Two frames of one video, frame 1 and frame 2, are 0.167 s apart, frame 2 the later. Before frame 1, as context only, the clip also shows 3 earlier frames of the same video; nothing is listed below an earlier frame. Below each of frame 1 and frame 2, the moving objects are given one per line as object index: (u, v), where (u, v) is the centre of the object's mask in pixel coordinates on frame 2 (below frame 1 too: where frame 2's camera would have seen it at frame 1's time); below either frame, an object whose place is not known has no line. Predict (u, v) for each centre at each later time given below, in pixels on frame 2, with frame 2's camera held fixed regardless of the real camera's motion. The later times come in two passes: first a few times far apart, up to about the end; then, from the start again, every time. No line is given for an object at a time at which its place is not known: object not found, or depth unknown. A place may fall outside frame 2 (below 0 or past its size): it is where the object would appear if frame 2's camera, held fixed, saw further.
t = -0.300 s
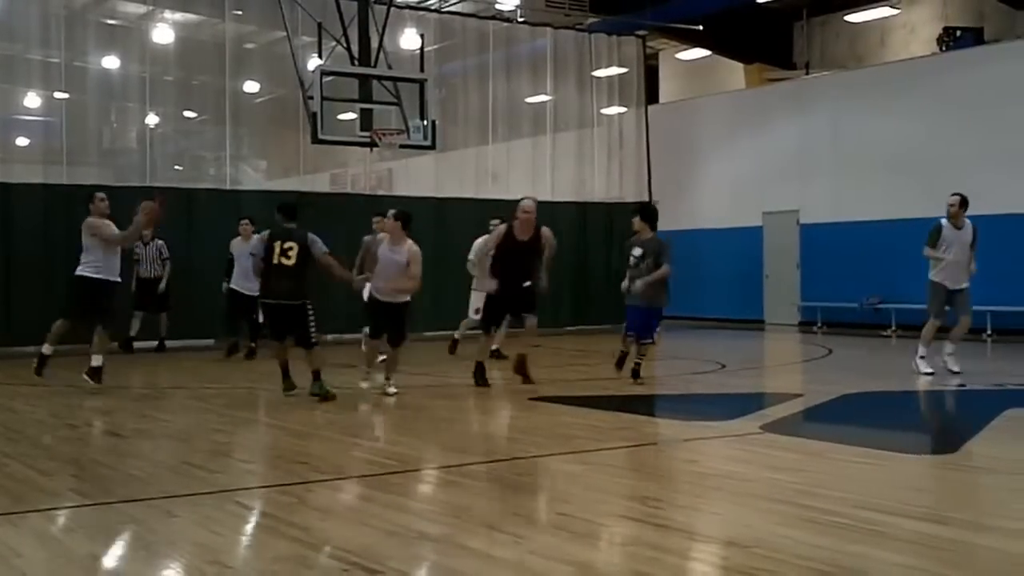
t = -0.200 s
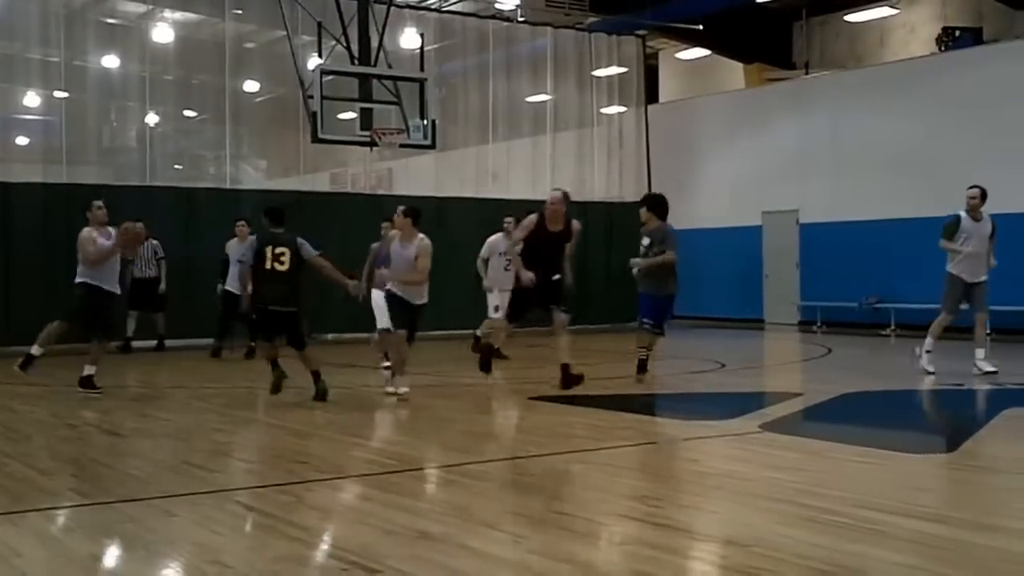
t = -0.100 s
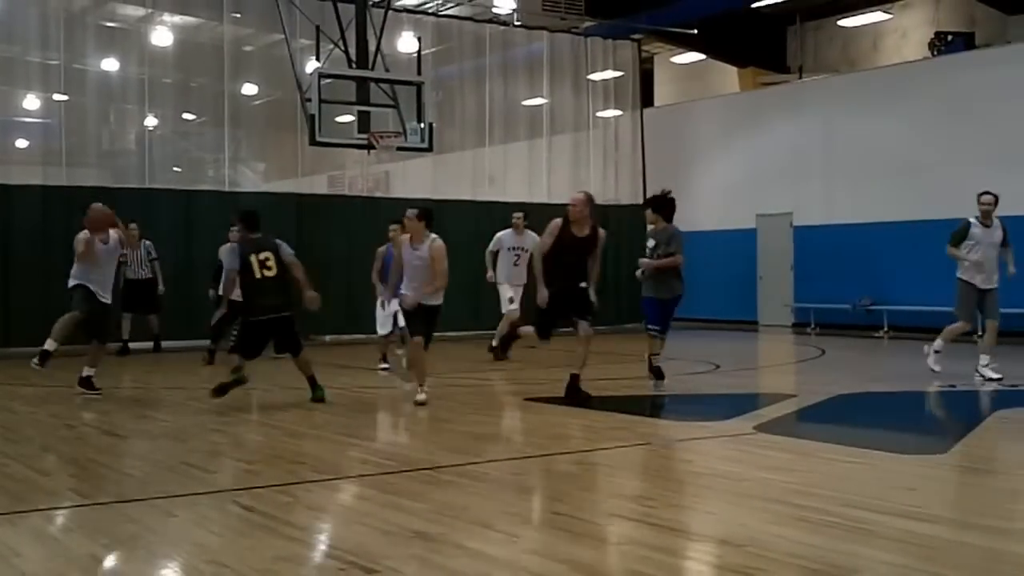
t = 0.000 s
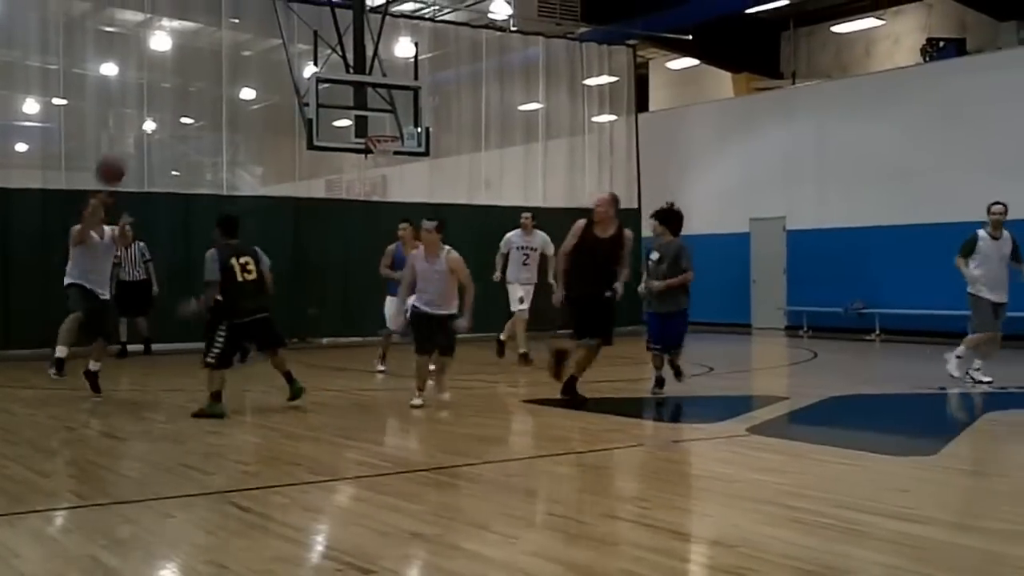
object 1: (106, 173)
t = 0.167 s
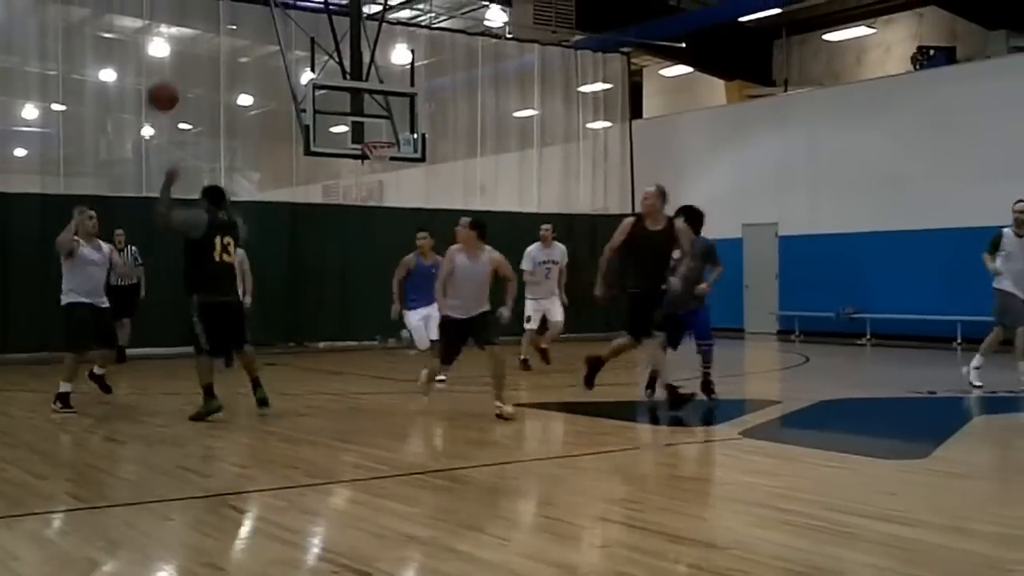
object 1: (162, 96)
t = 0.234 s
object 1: (187, 72)
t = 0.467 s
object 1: (287, 16)
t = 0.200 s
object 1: (175, 83)
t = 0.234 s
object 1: (187, 72)
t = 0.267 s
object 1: (201, 62)
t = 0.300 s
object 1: (214, 51)
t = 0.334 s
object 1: (228, 41)
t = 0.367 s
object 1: (243, 34)
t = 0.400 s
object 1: (259, 26)
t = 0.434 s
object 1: (273, 19)
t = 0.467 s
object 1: (287, 16)
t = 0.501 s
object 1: (303, 15)
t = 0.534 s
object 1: (319, 15)
